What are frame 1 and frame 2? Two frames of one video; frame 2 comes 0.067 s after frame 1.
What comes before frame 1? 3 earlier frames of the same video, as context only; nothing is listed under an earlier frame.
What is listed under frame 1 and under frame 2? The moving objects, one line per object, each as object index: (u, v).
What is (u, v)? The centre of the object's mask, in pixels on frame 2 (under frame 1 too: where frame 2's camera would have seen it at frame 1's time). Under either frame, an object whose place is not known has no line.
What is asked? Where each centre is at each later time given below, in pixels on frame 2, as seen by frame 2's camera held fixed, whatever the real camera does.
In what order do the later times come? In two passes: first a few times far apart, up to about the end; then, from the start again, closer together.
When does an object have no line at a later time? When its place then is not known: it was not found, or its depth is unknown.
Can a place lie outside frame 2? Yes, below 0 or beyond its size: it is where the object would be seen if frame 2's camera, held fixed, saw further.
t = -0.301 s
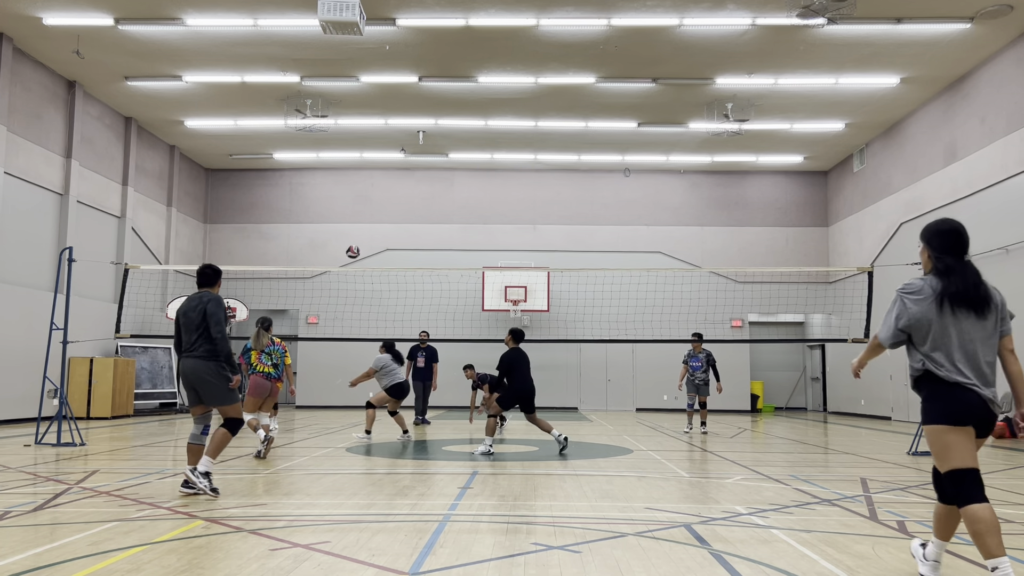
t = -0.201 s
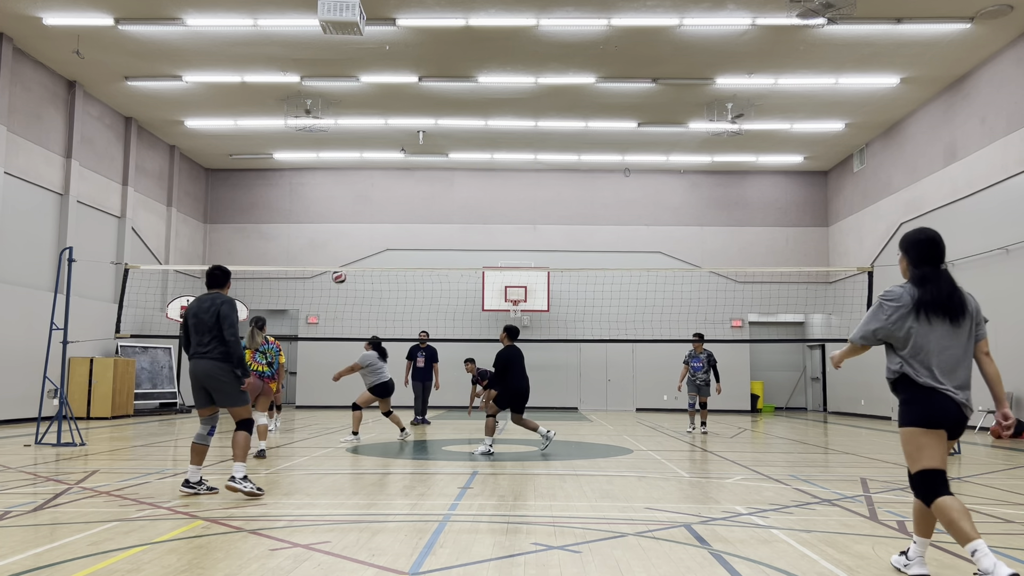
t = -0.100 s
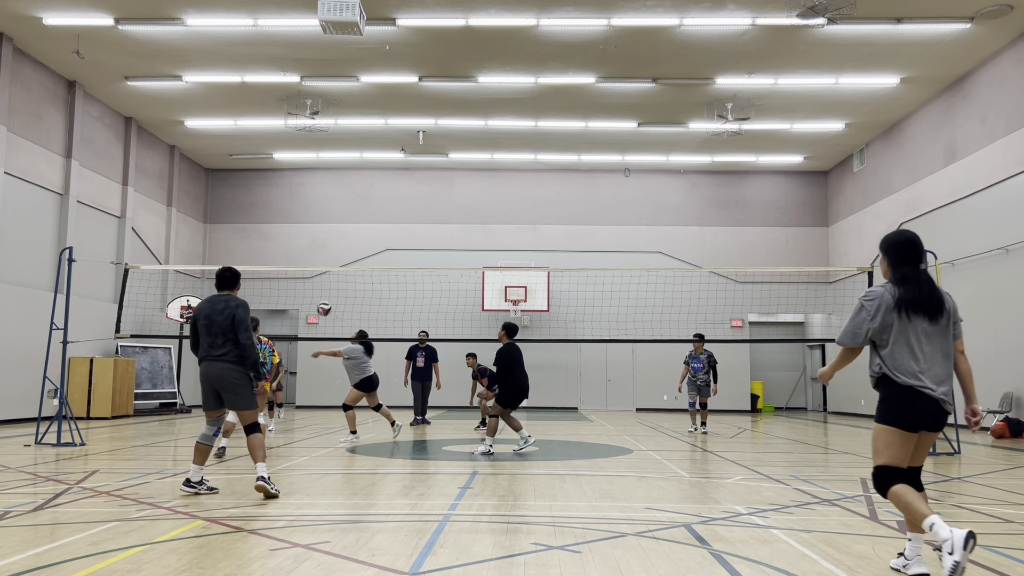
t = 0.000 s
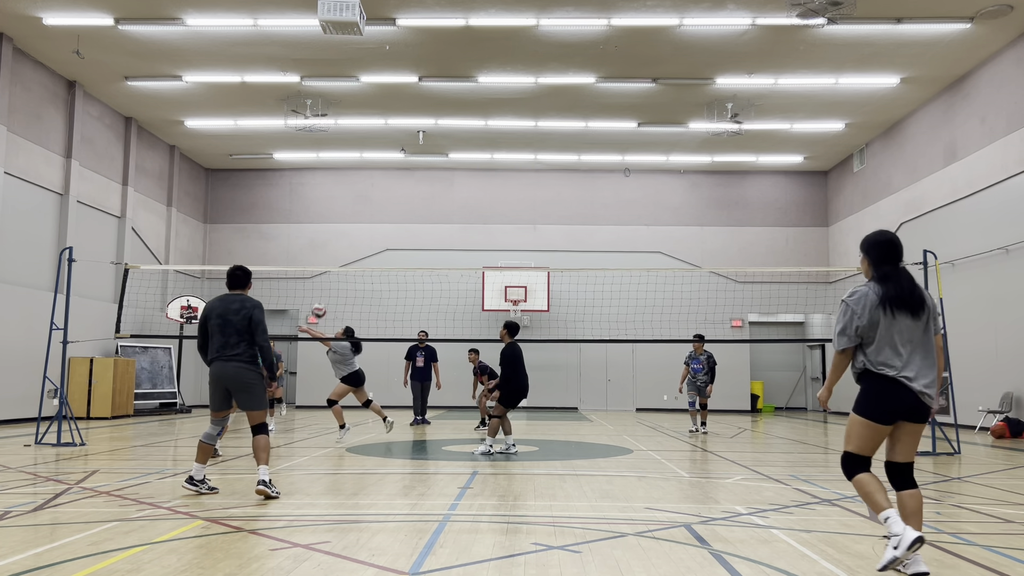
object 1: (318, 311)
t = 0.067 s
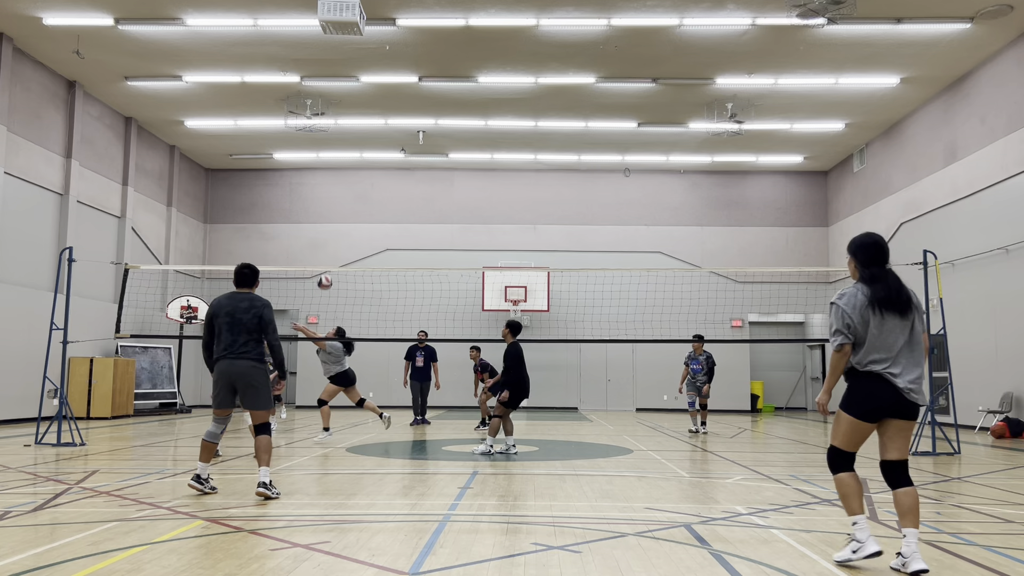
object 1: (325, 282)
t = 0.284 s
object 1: (342, 208)
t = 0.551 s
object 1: (365, 159)
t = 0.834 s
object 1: (392, 165)
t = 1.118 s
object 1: (420, 244)
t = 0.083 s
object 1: (326, 277)
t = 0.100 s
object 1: (327, 270)
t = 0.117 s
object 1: (329, 261)
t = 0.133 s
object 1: (330, 256)
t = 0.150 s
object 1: (331, 250)
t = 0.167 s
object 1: (333, 244)
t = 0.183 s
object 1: (334, 239)
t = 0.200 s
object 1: (335, 233)
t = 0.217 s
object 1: (337, 228)
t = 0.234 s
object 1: (338, 222)
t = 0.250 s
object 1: (339, 217)
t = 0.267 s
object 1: (341, 213)
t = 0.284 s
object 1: (342, 208)
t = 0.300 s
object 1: (344, 204)
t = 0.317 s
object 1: (345, 199)
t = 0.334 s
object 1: (346, 195)
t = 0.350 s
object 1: (348, 192)
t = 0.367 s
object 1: (349, 187)
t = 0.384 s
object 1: (351, 184)
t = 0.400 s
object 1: (352, 181)
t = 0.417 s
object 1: (354, 177)
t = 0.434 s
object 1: (355, 174)
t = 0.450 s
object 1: (356, 172)
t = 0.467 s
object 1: (358, 169)
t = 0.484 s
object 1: (359, 167)
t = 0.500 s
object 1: (361, 164)
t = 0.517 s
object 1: (362, 162)
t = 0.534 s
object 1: (364, 160)
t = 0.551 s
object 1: (365, 159)
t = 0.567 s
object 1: (367, 157)
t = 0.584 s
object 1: (368, 156)
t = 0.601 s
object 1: (370, 155)
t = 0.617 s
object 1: (371, 154)
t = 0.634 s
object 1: (373, 153)
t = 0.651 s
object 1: (374, 153)
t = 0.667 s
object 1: (376, 153)
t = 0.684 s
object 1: (377, 153)
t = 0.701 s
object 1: (379, 153)
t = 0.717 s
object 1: (380, 154)
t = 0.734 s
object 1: (382, 155)
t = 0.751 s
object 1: (384, 155)
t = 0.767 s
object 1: (385, 157)
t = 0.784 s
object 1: (387, 158)
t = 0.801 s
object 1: (388, 160)
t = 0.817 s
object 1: (390, 162)
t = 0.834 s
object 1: (392, 165)
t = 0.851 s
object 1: (393, 167)
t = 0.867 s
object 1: (395, 170)
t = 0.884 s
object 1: (396, 173)
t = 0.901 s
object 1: (398, 176)
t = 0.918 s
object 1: (400, 179)
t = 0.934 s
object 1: (401, 183)
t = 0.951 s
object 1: (403, 187)
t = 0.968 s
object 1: (404, 192)
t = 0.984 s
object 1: (406, 196)
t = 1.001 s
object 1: (408, 202)
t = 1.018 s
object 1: (409, 206)
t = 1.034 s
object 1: (411, 212)
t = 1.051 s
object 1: (413, 218)
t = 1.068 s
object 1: (415, 224)
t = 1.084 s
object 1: (416, 231)
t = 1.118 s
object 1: (420, 244)
